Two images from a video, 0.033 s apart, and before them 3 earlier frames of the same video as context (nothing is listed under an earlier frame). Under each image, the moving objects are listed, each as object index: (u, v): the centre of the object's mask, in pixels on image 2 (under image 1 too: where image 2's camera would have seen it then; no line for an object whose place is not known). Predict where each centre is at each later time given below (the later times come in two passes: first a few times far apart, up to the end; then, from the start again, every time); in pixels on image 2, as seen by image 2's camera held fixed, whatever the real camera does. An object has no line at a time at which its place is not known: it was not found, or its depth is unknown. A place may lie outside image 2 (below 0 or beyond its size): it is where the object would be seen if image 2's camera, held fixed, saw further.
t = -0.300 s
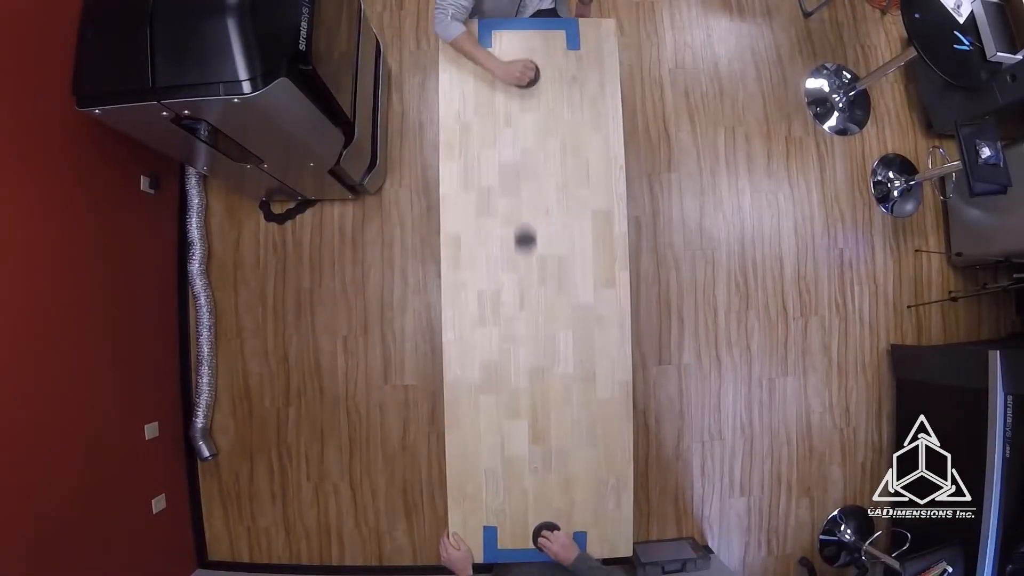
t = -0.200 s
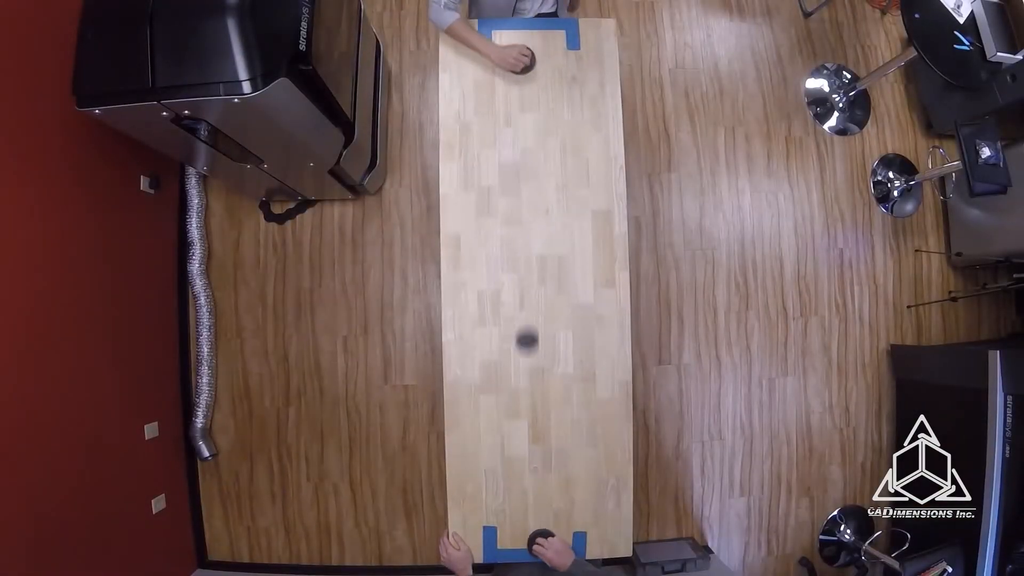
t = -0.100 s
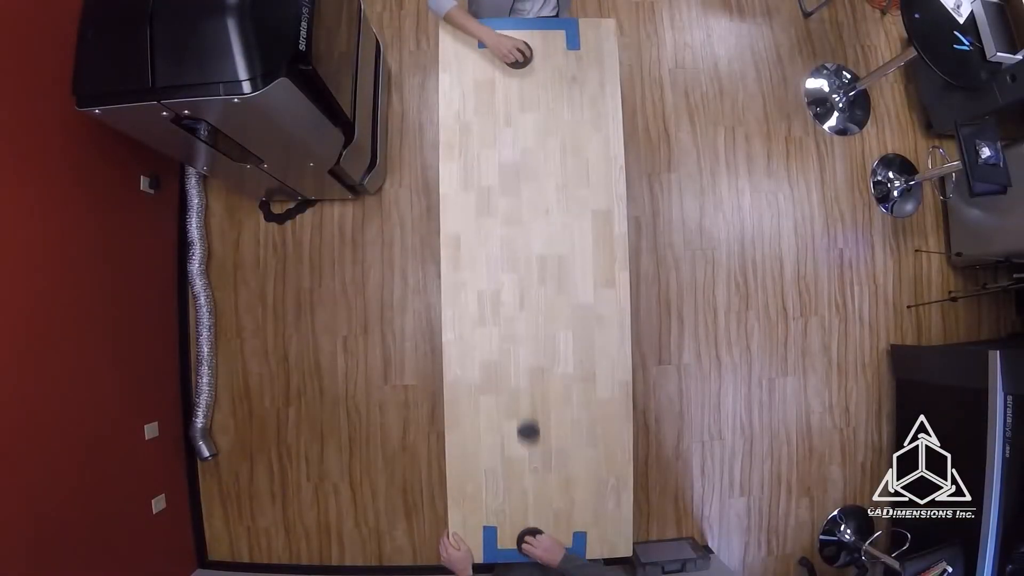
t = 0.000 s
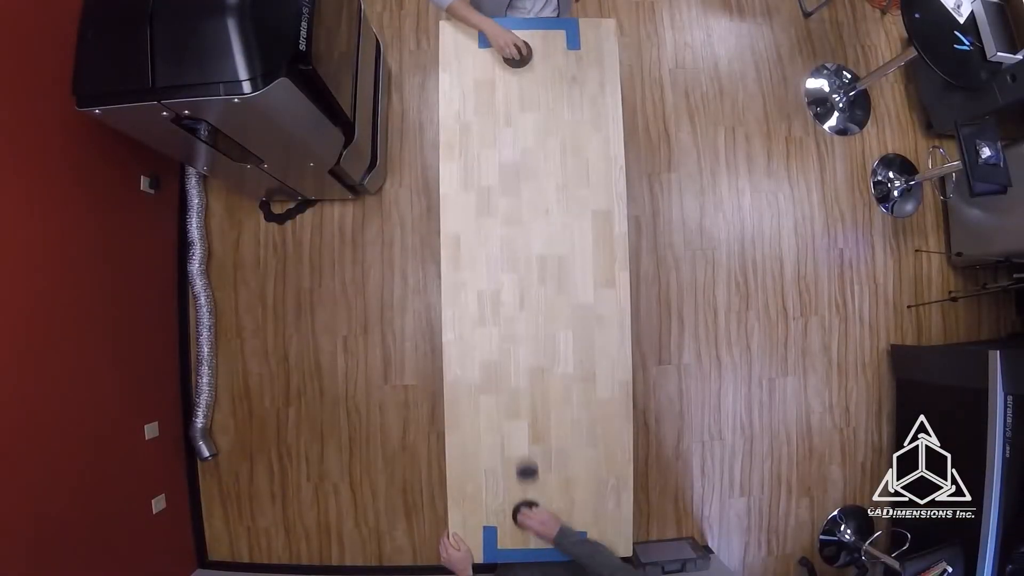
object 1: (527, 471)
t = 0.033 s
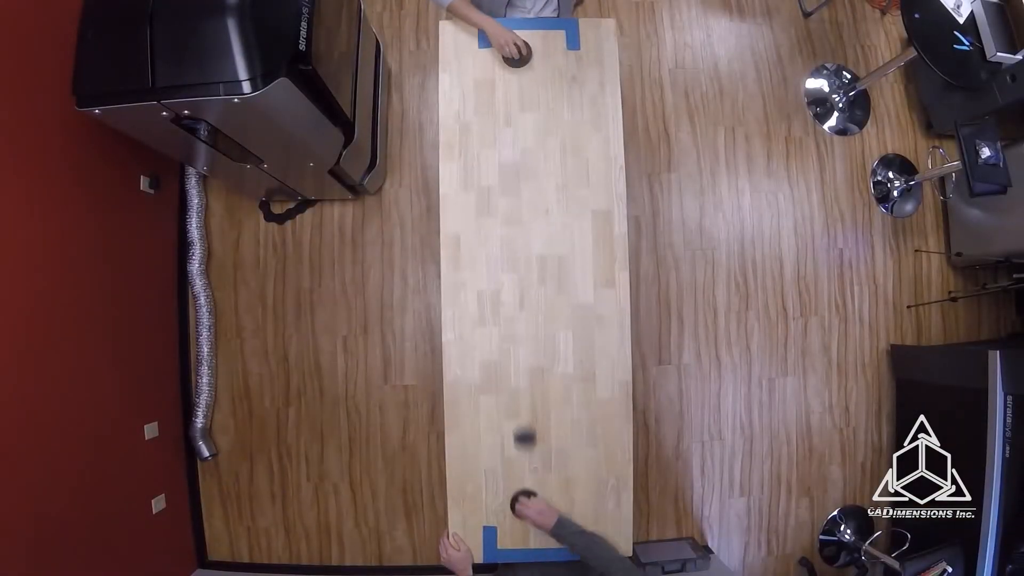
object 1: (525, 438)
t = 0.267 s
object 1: (509, 217)
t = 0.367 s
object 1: (502, 139)
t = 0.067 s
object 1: (522, 404)
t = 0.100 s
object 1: (520, 370)
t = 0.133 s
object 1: (518, 337)
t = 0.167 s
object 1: (516, 305)
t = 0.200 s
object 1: (514, 274)
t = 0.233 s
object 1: (511, 245)
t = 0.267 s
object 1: (509, 217)
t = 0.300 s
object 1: (506, 189)
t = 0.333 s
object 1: (504, 163)
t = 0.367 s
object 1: (502, 139)
